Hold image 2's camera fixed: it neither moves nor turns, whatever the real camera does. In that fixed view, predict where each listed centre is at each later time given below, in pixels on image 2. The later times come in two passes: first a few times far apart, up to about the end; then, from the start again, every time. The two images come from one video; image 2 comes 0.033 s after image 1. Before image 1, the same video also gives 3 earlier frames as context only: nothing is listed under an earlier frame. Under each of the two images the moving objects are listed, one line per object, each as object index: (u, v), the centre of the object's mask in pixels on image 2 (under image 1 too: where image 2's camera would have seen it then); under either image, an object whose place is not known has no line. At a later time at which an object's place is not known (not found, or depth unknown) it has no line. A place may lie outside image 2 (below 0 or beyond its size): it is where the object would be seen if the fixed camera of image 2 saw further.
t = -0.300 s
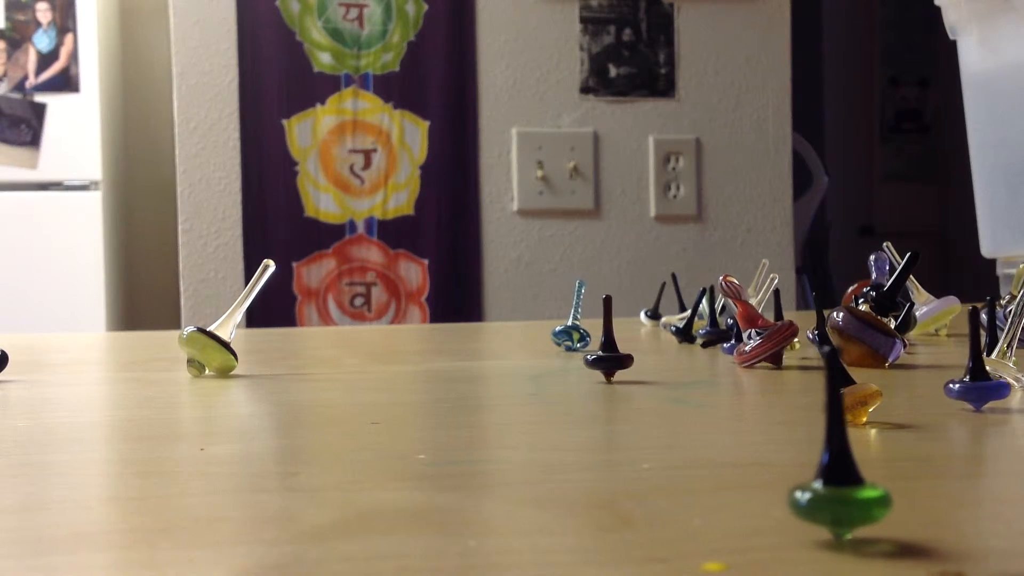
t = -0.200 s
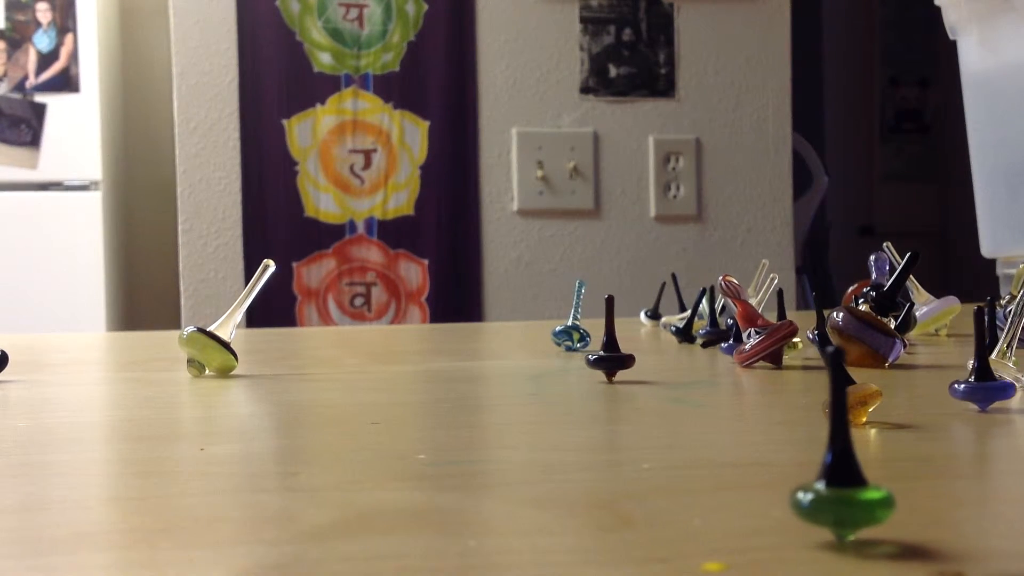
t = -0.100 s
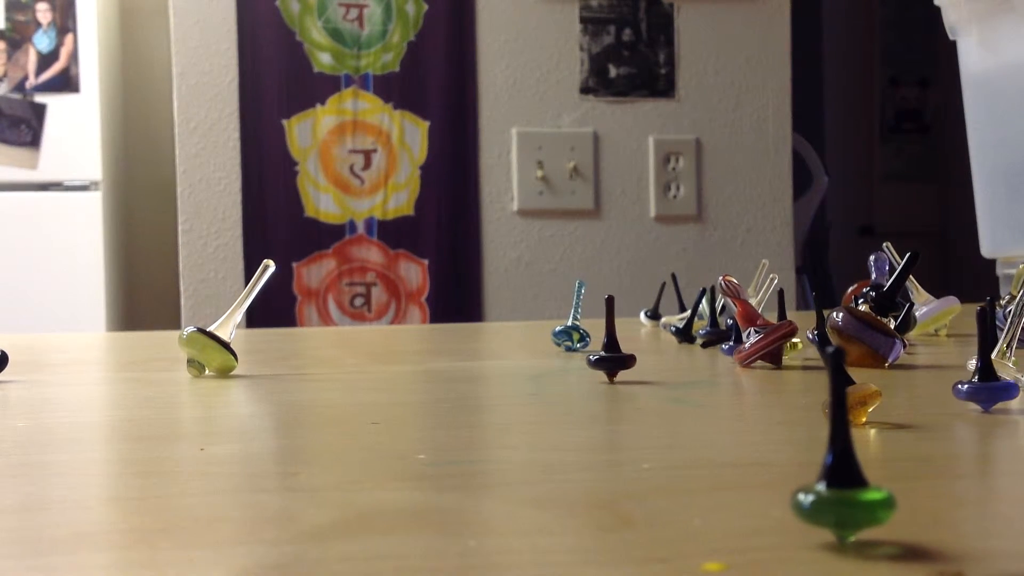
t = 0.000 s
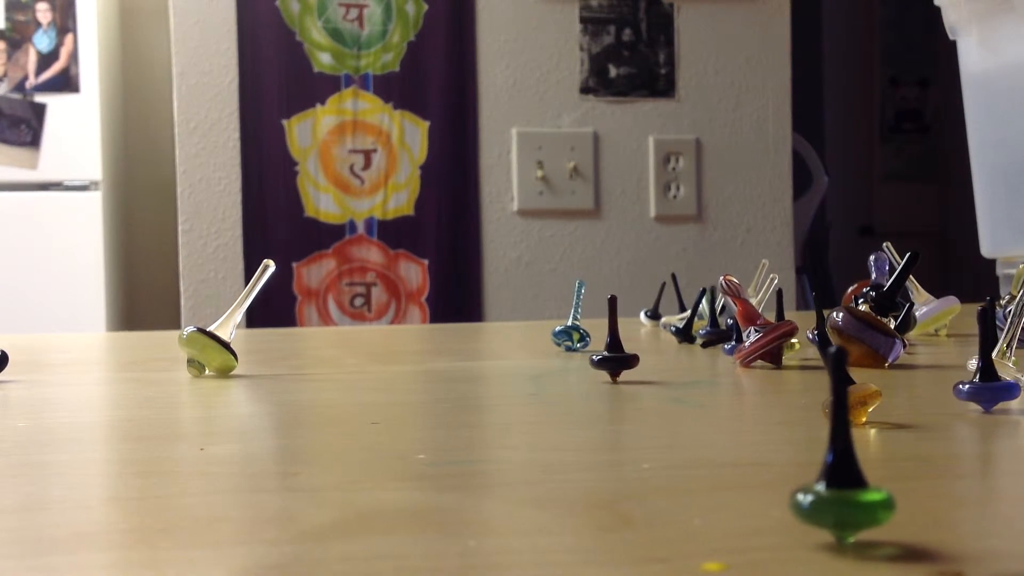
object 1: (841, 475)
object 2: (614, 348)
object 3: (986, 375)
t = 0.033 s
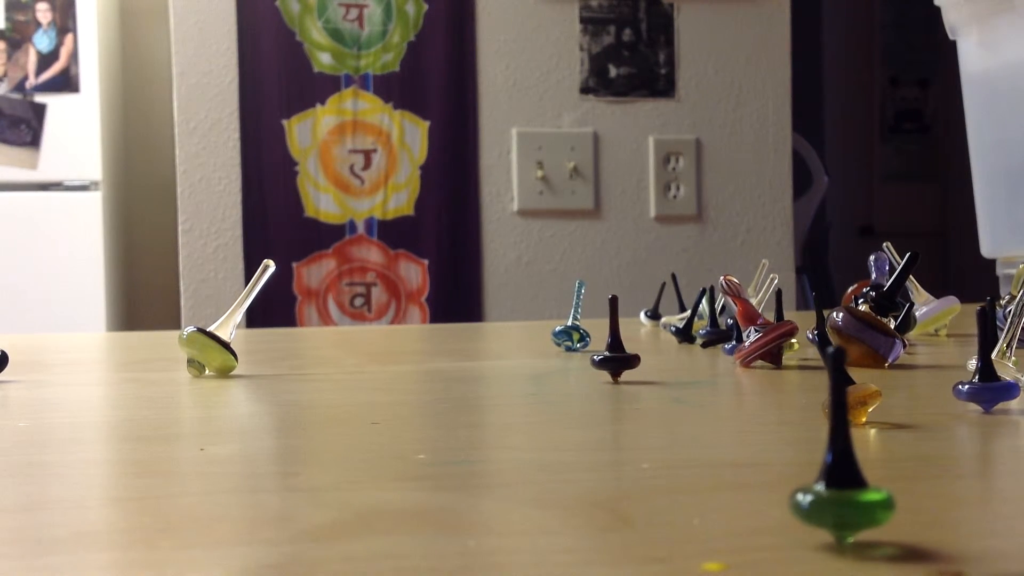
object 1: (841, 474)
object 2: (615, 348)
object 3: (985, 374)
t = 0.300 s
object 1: (845, 476)
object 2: (619, 349)
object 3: (983, 374)
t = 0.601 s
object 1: (855, 480)
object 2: (619, 349)
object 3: (988, 377)
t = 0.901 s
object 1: (862, 482)
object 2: (623, 349)
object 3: (999, 373)
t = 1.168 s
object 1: (874, 485)
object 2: (633, 349)
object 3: (999, 373)
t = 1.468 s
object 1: (875, 487)
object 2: (643, 350)
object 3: (995, 375)
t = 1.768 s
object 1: (881, 487)
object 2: (644, 349)
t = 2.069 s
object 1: (903, 491)
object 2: (653, 349)
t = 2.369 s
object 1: (904, 492)
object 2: (662, 349)
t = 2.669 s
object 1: (915, 497)
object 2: (662, 350)
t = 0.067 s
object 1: (841, 475)
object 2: (616, 348)
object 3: (985, 374)
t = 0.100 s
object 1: (842, 474)
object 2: (617, 349)
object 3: (985, 374)
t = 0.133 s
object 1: (844, 477)
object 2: (618, 349)
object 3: (985, 374)
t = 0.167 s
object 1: (843, 475)
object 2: (619, 349)
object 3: (985, 374)
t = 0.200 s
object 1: (843, 476)
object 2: (619, 349)
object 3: (985, 375)
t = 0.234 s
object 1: (845, 477)
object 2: (619, 349)
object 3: (985, 374)
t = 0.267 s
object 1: (844, 476)
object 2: (619, 349)
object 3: (984, 374)
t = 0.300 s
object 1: (845, 476)
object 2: (619, 349)
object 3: (983, 374)
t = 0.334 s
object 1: (847, 478)
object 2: (620, 349)
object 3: (981, 374)
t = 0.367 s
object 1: (848, 478)
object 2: (620, 349)
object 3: (981, 374)
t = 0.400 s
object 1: (848, 478)
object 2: (619, 349)
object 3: (982, 374)
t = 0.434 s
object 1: (850, 479)
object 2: (619, 349)
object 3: (982, 374)
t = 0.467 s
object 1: (852, 478)
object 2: (619, 349)
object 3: (983, 374)
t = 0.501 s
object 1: (852, 478)
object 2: (618, 349)
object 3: (983, 373)
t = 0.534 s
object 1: (853, 479)
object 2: (618, 349)
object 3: (985, 373)
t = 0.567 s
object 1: (855, 480)
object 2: (619, 349)
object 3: (986, 374)
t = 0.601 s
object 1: (855, 480)
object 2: (619, 349)
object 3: (988, 377)
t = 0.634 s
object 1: (856, 481)
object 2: (619, 349)
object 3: (990, 376)
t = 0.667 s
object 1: (856, 481)
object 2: (619, 349)
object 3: (991, 375)
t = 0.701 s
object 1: (855, 481)
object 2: (619, 349)
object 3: (992, 374)
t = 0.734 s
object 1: (856, 480)
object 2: (619, 349)
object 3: (993, 375)
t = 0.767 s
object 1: (858, 481)
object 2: (619, 349)
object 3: (995, 372)
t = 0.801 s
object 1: (860, 481)
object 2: (620, 349)
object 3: (996, 375)
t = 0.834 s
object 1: (861, 482)
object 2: (621, 349)
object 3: (997, 375)
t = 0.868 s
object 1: (861, 482)
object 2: (623, 349)
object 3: (997, 374)
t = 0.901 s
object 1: (862, 482)
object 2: (623, 349)
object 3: (999, 373)
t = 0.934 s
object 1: (864, 482)
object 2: (624, 349)
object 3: (999, 372)
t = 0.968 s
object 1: (867, 484)
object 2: (626, 349)
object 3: (1000, 371)
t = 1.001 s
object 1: (868, 484)
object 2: (627, 349)
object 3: (1000, 371)
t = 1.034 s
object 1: (869, 484)
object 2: (629, 349)
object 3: (1001, 372)
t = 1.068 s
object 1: (871, 484)
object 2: (630, 349)
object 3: (1001, 373)
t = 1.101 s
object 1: (872, 484)
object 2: (631, 349)
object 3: (1000, 373)
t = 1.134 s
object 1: (872, 484)
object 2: (632, 349)
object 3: (1000, 372)
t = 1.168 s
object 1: (874, 485)
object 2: (633, 349)
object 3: (999, 373)
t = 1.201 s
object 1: (875, 486)
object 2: (635, 349)
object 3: (999, 373)
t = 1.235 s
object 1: (874, 486)
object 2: (636, 349)
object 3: (998, 373)
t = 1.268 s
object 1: (875, 485)
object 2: (637, 349)
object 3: (997, 374)
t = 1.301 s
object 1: (876, 486)
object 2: (638, 349)
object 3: (997, 374)
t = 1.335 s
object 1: (875, 486)
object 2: (639, 349)
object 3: (996, 374)
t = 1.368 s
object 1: (875, 486)
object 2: (640, 349)
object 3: (996, 375)
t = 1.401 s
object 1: (876, 487)
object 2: (641, 350)
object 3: (995, 375)
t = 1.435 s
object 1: (875, 487)
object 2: (642, 349)
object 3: (995, 375)
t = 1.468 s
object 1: (875, 487)
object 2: (643, 350)
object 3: (995, 375)
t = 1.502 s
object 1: (877, 487)
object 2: (643, 349)
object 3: (995, 375)
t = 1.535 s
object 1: (877, 486)
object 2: (644, 349)
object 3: (995, 375)
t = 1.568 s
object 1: (877, 486)
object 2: (643, 349)
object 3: (995, 374)
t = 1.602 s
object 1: (877, 486)
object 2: (643, 349)
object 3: (996, 374)
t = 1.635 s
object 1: (877, 486)
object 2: (644, 349)
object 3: (996, 374)
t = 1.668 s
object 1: (878, 486)
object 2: (644, 349)
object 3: (997, 374)
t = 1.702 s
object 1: (880, 486)
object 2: (644, 349)
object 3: (997, 374)
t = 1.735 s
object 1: (881, 487)
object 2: (644, 349)
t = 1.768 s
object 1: (881, 487)
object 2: (644, 349)
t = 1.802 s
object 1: (883, 487)
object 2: (645, 349)
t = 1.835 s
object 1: (886, 488)
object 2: (646, 349)
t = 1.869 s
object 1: (889, 488)
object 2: (646, 349)
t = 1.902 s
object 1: (893, 488)
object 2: (647, 350)
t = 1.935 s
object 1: (896, 489)
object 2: (648, 349)
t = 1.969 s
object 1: (900, 489)
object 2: (649, 349)
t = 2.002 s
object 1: (902, 490)
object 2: (651, 349)
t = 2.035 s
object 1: (904, 489)
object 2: (652, 349)
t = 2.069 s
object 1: (903, 491)
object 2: (653, 349)
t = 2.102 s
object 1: (902, 490)
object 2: (655, 350)
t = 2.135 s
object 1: (903, 490)
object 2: (656, 349)
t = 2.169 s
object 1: (902, 490)
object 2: (657, 349)
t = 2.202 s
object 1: (902, 490)
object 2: (658, 349)
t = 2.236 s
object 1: (902, 491)
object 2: (659, 349)
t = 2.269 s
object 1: (900, 491)
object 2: (660, 349)
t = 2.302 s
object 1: (901, 492)
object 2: (661, 350)
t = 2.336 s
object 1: (902, 491)
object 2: (662, 349)
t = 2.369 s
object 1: (904, 492)
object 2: (662, 349)
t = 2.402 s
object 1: (906, 494)
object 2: (662, 350)
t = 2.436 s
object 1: (906, 495)
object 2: (663, 350)
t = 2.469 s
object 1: (907, 494)
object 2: (663, 350)
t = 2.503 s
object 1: (909, 495)
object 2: (663, 350)
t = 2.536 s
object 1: (910, 495)
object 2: (663, 350)
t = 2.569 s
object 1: (911, 496)
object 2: (663, 350)
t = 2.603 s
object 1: (912, 496)
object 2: (662, 350)
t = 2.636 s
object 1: (914, 496)
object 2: (662, 350)
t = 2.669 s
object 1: (915, 497)
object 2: (662, 350)
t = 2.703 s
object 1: (915, 498)
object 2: (662, 350)
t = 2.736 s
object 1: (915, 498)
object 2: (662, 350)
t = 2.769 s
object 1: (914, 498)
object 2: (662, 350)
